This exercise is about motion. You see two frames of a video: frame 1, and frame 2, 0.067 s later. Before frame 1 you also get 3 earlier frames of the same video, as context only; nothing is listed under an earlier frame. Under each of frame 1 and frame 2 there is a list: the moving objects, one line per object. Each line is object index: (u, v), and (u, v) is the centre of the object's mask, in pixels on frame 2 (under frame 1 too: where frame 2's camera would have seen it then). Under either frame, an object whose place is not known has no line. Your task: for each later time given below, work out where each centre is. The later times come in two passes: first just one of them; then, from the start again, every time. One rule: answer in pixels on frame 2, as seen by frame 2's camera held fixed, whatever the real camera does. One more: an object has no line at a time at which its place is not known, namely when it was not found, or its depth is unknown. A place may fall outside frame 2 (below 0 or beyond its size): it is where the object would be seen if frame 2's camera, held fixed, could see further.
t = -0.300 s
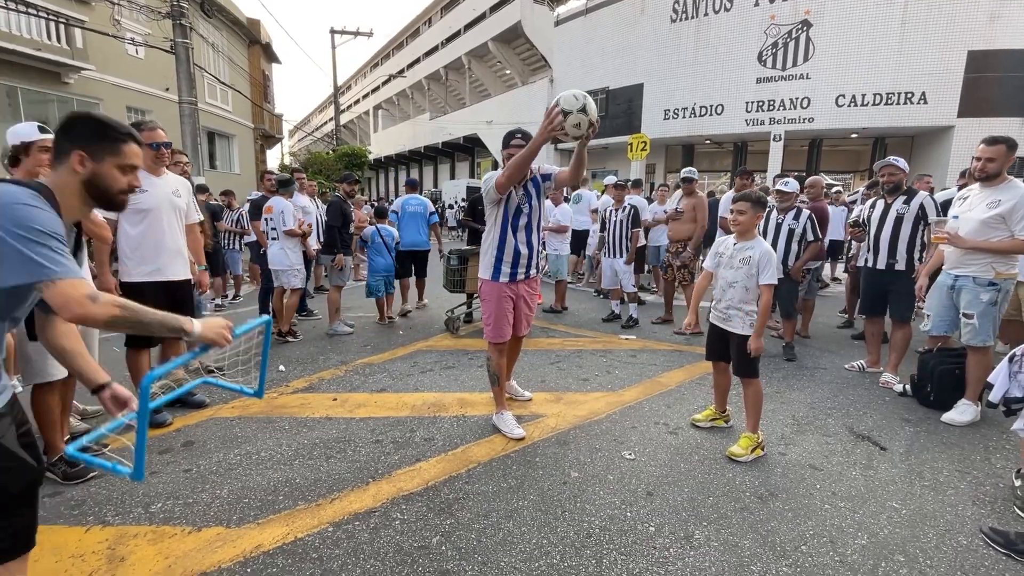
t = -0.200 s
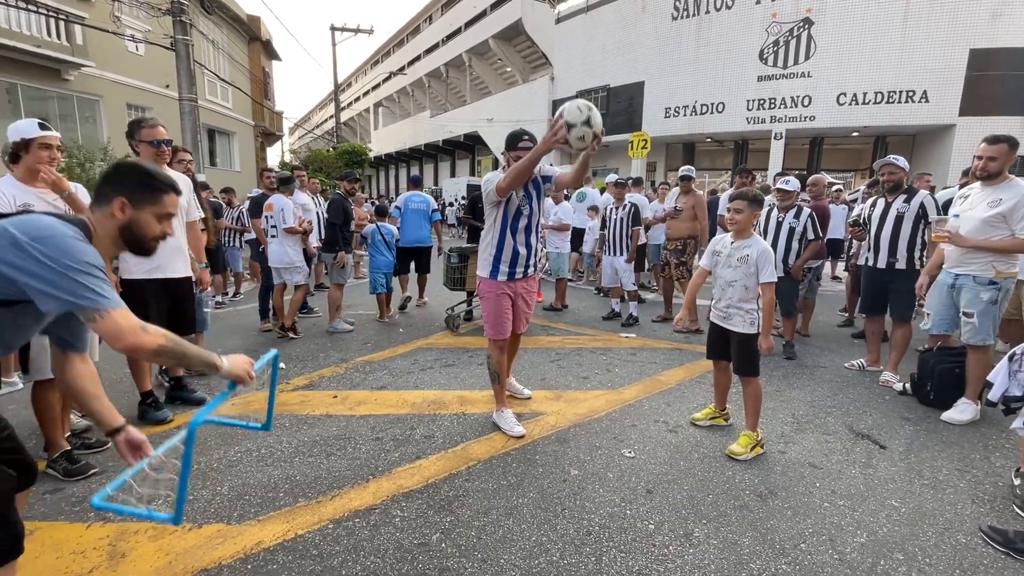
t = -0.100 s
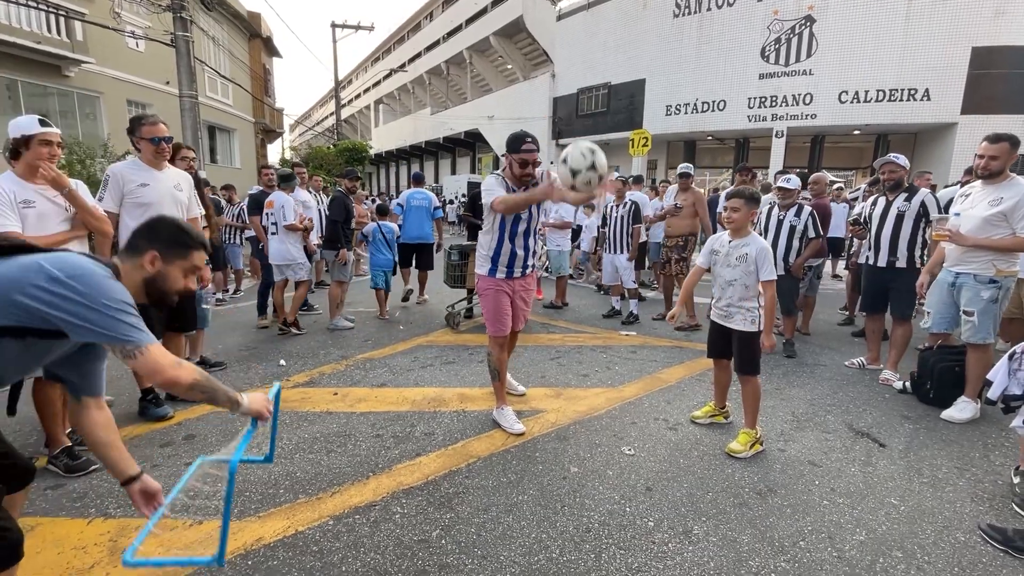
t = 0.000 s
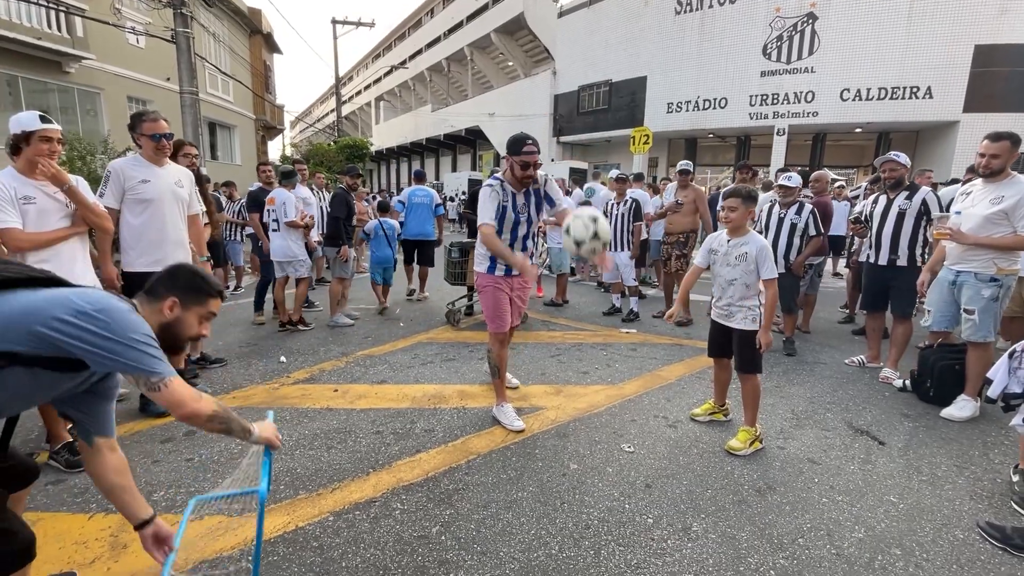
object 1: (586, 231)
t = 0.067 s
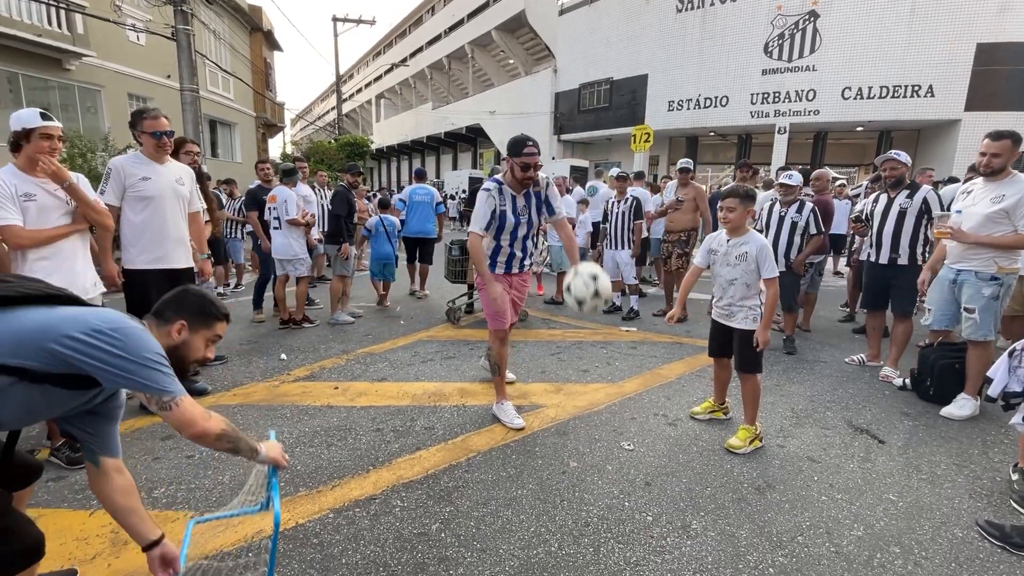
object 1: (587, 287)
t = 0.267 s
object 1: (588, 472)
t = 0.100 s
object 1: (588, 319)
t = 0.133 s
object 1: (587, 353)
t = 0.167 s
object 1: (587, 387)
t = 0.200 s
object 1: (587, 425)
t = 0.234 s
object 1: (587, 463)
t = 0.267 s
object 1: (588, 472)
